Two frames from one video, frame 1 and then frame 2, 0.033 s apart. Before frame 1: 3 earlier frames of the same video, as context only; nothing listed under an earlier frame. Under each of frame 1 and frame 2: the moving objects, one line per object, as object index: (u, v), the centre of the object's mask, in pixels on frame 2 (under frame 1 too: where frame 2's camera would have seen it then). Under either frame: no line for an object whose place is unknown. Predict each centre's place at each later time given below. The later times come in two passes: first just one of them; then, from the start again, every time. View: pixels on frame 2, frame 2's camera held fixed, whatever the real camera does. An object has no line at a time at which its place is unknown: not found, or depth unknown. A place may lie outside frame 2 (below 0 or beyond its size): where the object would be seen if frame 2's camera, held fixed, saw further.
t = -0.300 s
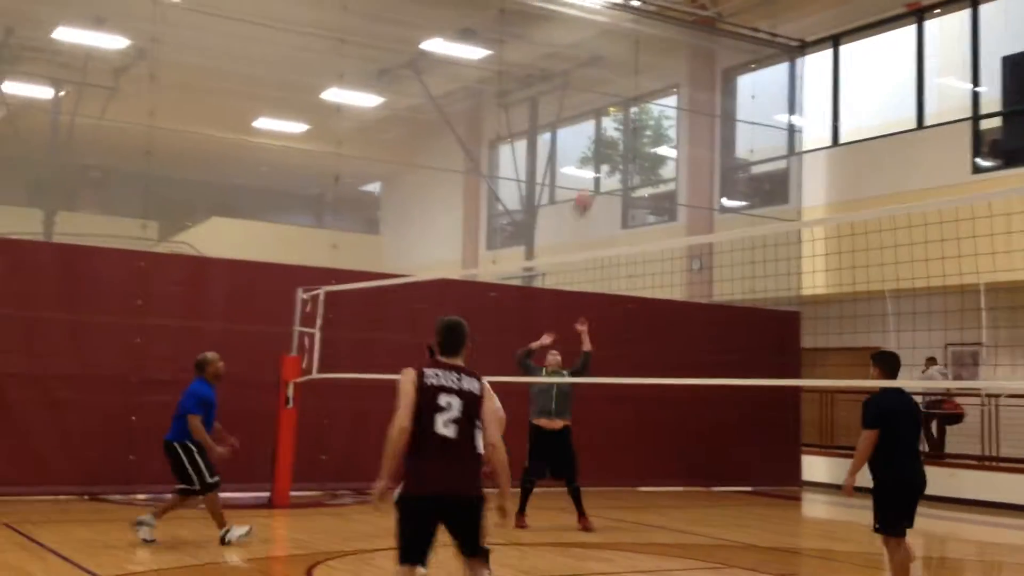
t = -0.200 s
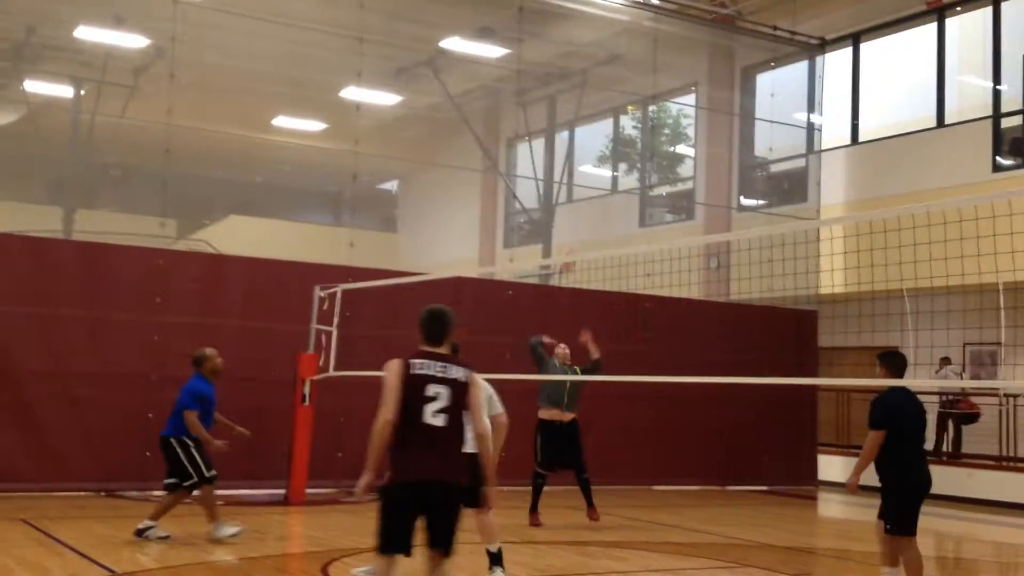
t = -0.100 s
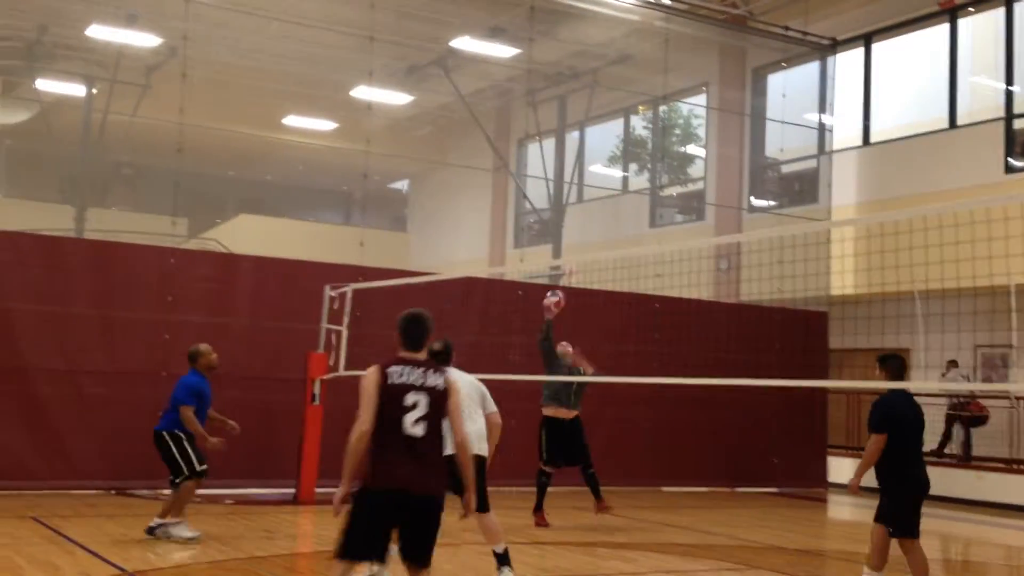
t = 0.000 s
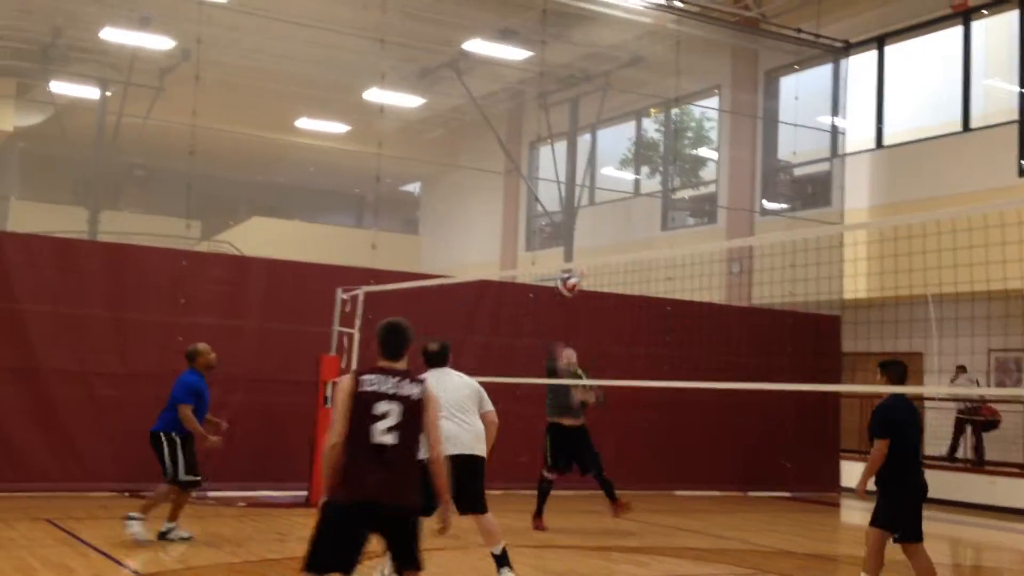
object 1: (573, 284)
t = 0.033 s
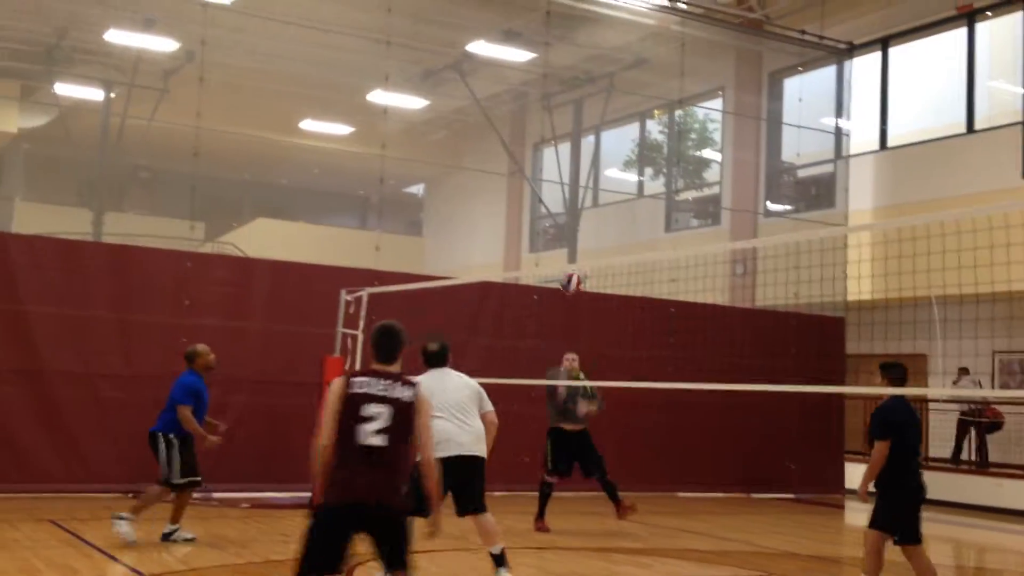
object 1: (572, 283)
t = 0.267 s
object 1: (607, 299)
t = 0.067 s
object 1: (571, 281)
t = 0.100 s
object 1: (570, 280)
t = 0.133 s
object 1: (573, 279)
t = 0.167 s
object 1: (577, 280)
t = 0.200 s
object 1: (584, 283)
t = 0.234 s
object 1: (596, 290)
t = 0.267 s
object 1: (607, 299)
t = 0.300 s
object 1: (620, 306)
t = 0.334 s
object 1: (633, 313)
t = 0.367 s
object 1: (647, 325)
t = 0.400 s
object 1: (662, 338)
